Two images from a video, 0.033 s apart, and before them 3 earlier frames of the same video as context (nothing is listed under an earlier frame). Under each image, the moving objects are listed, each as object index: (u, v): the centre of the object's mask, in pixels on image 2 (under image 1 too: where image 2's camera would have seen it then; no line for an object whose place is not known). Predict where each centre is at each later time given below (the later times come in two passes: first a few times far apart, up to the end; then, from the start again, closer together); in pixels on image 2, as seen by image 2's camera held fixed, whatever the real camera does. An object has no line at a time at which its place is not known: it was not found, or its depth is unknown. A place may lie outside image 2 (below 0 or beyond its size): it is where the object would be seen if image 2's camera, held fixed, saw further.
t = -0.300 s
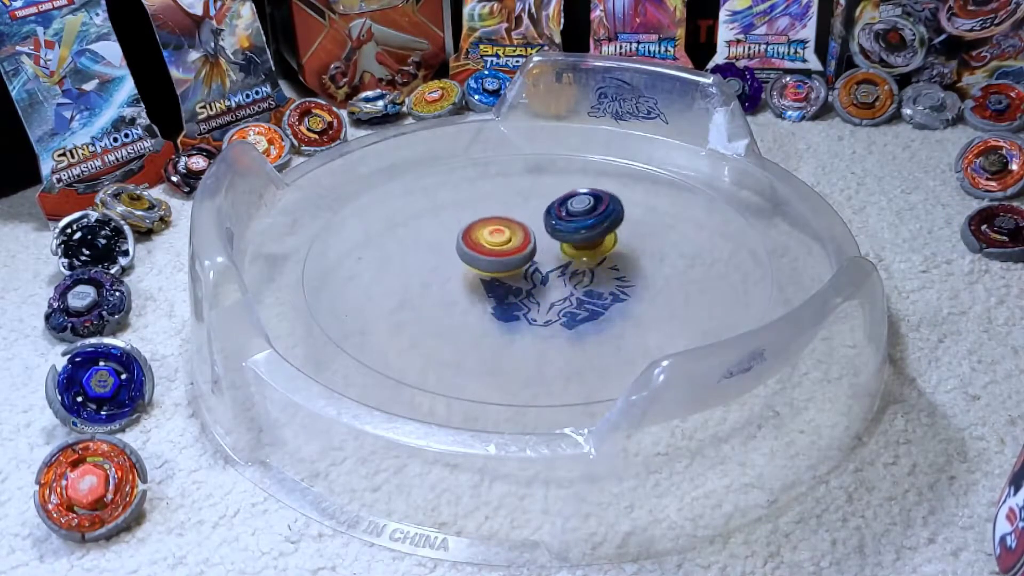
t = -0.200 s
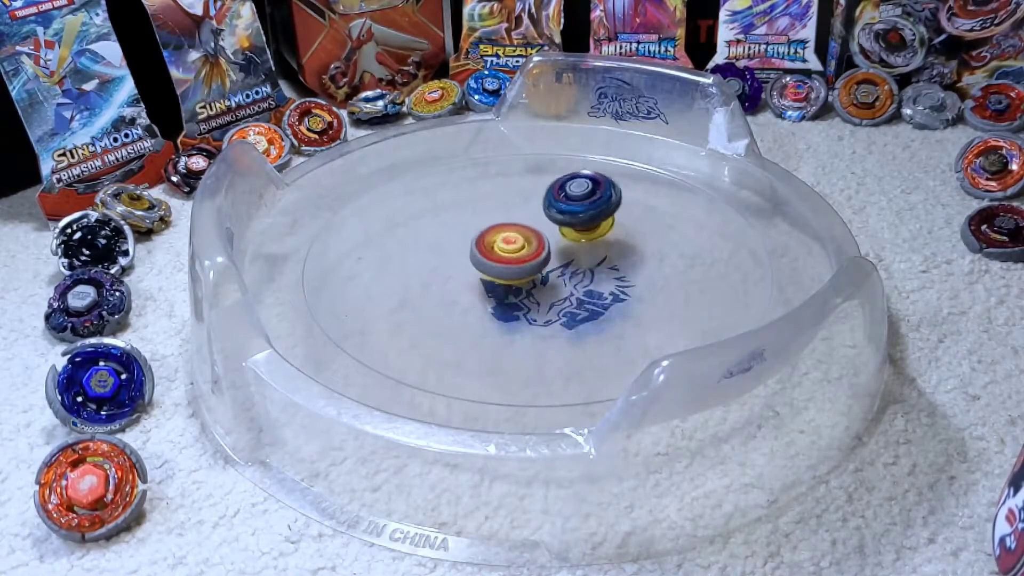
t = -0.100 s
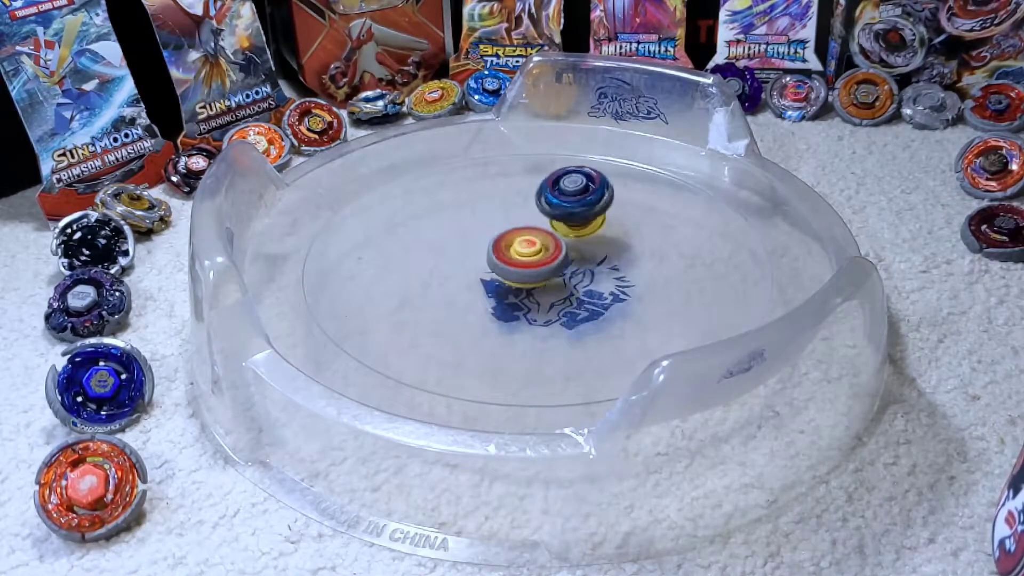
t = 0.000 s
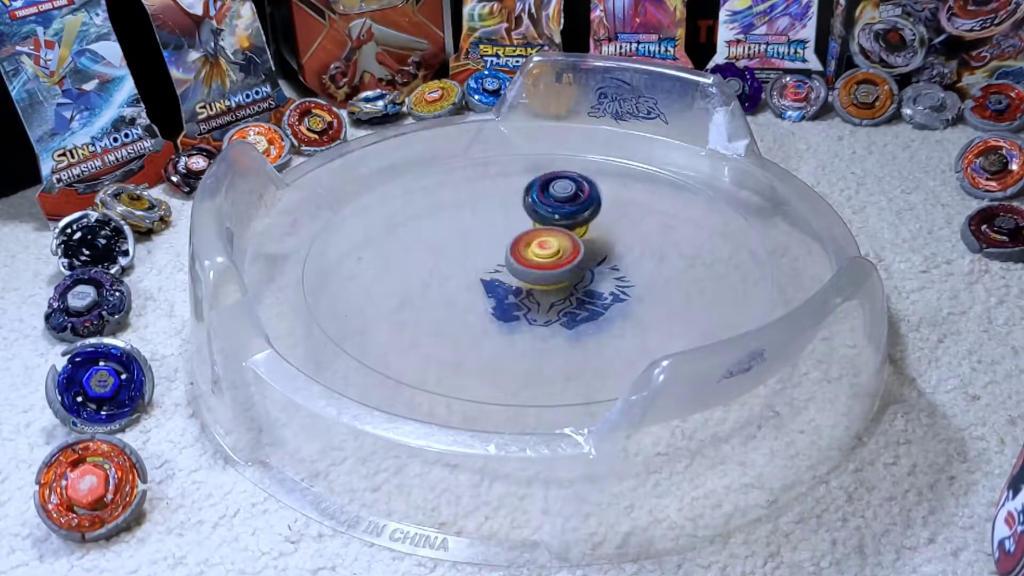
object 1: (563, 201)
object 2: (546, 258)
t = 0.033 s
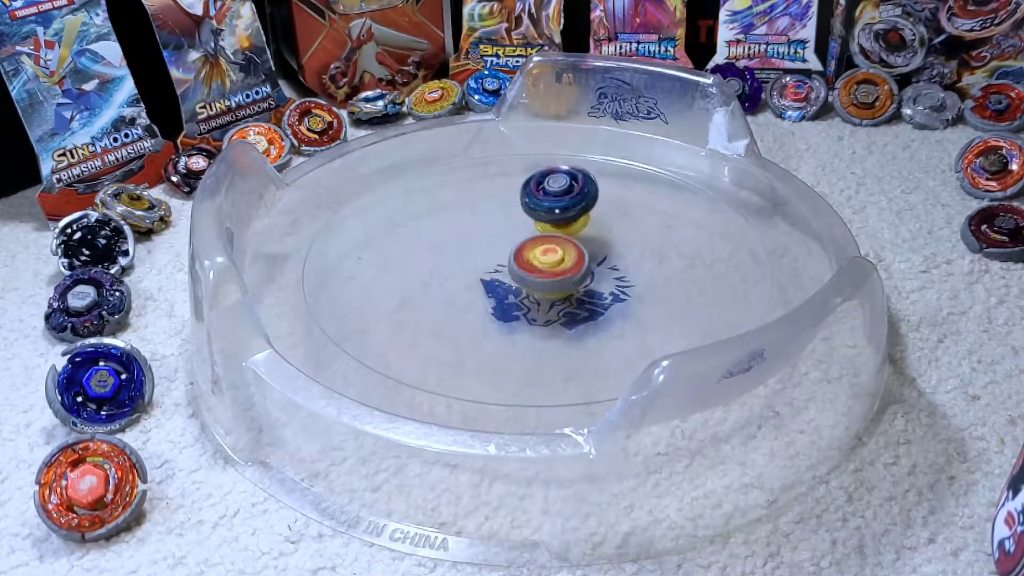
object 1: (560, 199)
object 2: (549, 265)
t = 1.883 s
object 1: (518, 280)
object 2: (502, 224)
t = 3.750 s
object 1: (514, 243)
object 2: (561, 290)
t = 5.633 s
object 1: (491, 271)
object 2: (580, 264)
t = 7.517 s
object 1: (577, 284)
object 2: (534, 240)
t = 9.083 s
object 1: (608, 251)
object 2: (525, 260)
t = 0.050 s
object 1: (558, 195)
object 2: (551, 275)
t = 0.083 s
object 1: (559, 188)
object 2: (552, 284)
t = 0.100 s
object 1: (559, 185)
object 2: (553, 289)
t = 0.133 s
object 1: (559, 182)
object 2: (556, 294)
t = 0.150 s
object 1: (559, 181)
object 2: (560, 295)
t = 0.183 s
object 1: (558, 180)
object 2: (568, 297)
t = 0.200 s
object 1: (558, 181)
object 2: (572, 298)
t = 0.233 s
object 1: (556, 184)
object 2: (580, 300)
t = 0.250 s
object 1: (555, 186)
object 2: (584, 300)
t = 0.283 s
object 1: (552, 191)
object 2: (593, 301)
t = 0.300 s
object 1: (551, 194)
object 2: (596, 301)
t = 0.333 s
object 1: (546, 202)
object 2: (604, 301)
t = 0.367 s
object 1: (542, 209)
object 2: (611, 301)
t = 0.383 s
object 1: (540, 212)
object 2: (614, 300)
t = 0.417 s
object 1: (537, 220)
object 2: (619, 299)
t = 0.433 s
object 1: (536, 224)
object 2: (622, 299)
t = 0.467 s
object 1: (535, 232)
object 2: (627, 297)
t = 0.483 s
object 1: (535, 235)
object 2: (629, 297)
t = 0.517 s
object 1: (536, 243)
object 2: (631, 295)
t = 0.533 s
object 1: (537, 247)
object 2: (632, 294)
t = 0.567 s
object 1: (539, 254)
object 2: (633, 292)
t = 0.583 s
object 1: (541, 257)
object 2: (633, 291)
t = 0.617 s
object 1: (546, 262)
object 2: (633, 289)
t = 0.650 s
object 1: (551, 267)
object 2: (630, 286)
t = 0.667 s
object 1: (547, 266)
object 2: (639, 286)
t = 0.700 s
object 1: (533, 263)
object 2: (658, 288)
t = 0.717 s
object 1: (528, 260)
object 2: (664, 288)
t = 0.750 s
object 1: (521, 259)
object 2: (669, 287)
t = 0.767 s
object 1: (521, 258)
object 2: (669, 286)
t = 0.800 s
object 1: (523, 257)
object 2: (670, 283)
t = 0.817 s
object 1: (525, 257)
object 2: (670, 281)
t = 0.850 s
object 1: (528, 258)
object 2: (669, 278)
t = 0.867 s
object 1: (531, 258)
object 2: (669, 276)
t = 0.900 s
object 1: (533, 259)
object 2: (665, 273)
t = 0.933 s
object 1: (538, 260)
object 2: (661, 270)
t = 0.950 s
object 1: (541, 261)
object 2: (658, 269)
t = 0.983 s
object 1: (544, 262)
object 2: (652, 266)
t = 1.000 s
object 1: (545, 263)
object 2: (648, 265)
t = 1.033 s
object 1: (547, 263)
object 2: (640, 263)
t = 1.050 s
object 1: (549, 264)
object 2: (636, 262)
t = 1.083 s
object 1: (539, 264)
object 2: (640, 258)
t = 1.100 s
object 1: (533, 263)
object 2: (641, 256)
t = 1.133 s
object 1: (523, 262)
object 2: (639, 253)
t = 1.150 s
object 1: (519, 262)
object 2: (637, 252)
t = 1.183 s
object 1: (511, 261)
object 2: (631, 249)
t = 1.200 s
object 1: (508, 260)
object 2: (628, 247)
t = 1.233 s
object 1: (502, 260)
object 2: (621, 245)
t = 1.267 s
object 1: (496, 257)
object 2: (614, 243)
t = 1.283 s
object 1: (495, 257)
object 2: (610, 242)
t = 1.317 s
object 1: (492, 254)
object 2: (602, 240)
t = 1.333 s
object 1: (492, 255)
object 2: (598, 239)
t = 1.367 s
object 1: (491, 252)
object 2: (589, 237)
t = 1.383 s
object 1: (492, 252)
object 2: (585, 236)
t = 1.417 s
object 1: (494, 252)
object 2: (576, 235)
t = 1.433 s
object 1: (494, 251)
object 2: (572, 235)
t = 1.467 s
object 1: (489, 251)
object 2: (571, 231)
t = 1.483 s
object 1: (486, 251)
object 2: (570, 230)
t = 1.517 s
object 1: (484, 251)
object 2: (565, 228)
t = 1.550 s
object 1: (482, 253)
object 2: (558, 227)
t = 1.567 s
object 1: (481, 254)
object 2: (555, 226)
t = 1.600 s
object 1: (482, 255)
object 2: (550, 225)
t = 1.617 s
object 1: (483, 257)
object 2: (546, 224)
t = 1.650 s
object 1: (485, 259)
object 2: (541, 223)
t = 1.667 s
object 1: (486, 260)
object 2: (538, 222)
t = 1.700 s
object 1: (490, 262)
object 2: (533, 221)
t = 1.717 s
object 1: (493, 263)
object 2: (529, 220)
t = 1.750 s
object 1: (495, 267)
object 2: (524, 219)
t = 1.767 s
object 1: (496, 268)
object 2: (521, 219)
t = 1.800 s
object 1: (500, 272)
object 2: (515, 220)
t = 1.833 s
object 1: (508, 275)
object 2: (509, 221)
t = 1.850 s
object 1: (512, 277)
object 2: (507, 222)
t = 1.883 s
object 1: (518, 280)
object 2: (502, 224)
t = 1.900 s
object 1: (523, 281)
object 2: (500, 226)
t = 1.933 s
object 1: (532, 285)
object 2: (497, 230)
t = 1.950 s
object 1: (536, 286)
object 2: (496, 232)
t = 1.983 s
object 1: (545, 286)
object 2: (494, 235)
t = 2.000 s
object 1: (548, 287)
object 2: (493, 237)
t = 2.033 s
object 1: (557, 288)
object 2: (493, 241)
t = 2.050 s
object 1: (561, 289)
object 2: (493, 242)
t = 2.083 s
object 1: (567, 289)
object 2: (493, 246)
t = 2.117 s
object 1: (575, 288)
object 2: (494, 249)
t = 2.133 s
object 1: (580, 289)
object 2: (496, 251)
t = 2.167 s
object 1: (585, 289)
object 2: (498, 255)
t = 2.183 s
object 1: (588, 287)
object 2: (499, 256)
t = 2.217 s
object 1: (593, 286)
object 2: (502, 260)
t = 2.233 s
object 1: (595, 285)
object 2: (504, 262)
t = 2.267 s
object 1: (598, 284)
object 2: (508, 265)
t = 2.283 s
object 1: (598, 283)
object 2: (511, 266)
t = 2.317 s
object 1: (599, 281)
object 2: (515, 269)
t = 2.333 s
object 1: (598, 280)
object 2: (516, 271)
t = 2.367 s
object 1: (603, 279)
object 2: (516, 271)
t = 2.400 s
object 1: (606, 278)
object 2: (518, 273)
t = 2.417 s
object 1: (606, 277)
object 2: (520, 274)
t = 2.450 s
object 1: (609, 275)
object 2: (521, 275)
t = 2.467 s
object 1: (613, 274)
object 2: (518, 275)
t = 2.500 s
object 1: (619, 272)
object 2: (518, 276)
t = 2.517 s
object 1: (620, 272)
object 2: (519, 277)
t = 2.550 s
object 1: (620, 270)
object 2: (519, 278)
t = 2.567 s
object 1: (621, 269)
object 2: (520, 278)
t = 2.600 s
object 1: (619, 267)
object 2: (522, 279)
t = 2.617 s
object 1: (617, 266)
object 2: (523, 280)
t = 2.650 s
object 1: (613, 262)
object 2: (525, 280)
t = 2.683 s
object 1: (609, 260)
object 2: (525, 280)
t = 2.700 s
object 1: (609, 258)
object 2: (524, 280)
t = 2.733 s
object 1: (607, 254)
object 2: (524, 280)
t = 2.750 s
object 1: (605, 252)
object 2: (524, 280)
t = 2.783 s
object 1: (600, 249)
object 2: (525, 280)
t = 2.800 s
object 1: (598, 247)
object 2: (525, 279)
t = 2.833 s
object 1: (592, 244)
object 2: (526, 279)
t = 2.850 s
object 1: (589, 241)
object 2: (525, 279)
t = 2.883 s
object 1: (587, 237)
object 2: (522, 279)
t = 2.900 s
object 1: (586, 236)
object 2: (522, 279)
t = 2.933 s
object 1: (583, 232)
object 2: (521, 279)
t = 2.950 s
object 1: (580, 231)
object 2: (520, 279)
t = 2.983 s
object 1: (574, 228)
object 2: (519, 278)
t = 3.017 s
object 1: (569, 225)
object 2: (519, 278)
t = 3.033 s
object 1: (566, 224)
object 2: (519, 277)
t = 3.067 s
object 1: (559, 224)
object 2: (518, 276)
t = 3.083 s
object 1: (556, 222)
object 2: (518, 276)
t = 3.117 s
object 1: (550, 221)
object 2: (518, 274)
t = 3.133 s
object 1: (548, 221)
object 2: (518, 274)
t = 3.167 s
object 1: (540, 219)
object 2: (517, 275)
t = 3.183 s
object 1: (539, 218)
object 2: (515, 278)
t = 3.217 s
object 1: (538, 215)
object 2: (514, 282)
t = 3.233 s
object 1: (536, 214)
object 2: (514, 283)
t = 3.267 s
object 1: (533, 211)
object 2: (515, 284)
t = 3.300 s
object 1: (531, 210)
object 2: (517, 285)
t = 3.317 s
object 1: (530, 210)
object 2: (518, 285)
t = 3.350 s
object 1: (528, 210)
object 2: (520, 285)
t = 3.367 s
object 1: (527, 210)
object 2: (522, 285)
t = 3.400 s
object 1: (527, 213)
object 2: (524, 285)
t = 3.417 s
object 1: (526, 214)
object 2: (525, 285)
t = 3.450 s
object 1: (524, 218)
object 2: (528, 284)
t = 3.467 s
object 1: (524, 219)
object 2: (529, 284)
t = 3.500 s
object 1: (522, 223)
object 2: (532, 282)
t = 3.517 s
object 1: (520, 225)
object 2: (533, 282)
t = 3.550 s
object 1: (519, 228)
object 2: (536, 282)
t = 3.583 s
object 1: (519, 229)
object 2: (540, 287)
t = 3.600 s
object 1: (519, 229)
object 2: (541, 288)
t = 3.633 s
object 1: (520, 231)
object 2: (545, 289)
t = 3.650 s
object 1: (519, 232)
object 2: (548, 290)
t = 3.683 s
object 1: (518, 237)
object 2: (552, 290)
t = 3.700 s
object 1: (517, 238)
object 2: (554, 290)
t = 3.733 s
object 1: (516, 241)
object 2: (558, 290)
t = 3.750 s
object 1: (514, 243)
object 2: (561, 290)
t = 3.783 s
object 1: (513, 247)
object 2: (565, 289)
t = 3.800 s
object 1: (513, 248)
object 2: (567, 289)
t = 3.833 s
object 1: (511, 251)
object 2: (573, 290)
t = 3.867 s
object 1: (508, 252)
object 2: (578, 290)
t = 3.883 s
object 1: (507, 253)
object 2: (580, 289)
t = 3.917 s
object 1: (505, 253)
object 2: (584, 288)
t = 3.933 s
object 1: (504, 254)
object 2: (586, 288)
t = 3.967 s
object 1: (506, 255)
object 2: (589, 287)
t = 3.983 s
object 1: (505, 255)
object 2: (590, 286)
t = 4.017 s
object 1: (507, 255)
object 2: (592, 284)
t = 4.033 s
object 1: (509, 256)
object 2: (593, 283)
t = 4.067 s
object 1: (511, 258)
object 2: (595, 281)
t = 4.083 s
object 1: (513, 259)
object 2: (596, 280)
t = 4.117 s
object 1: (516, 260)
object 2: (596, 278)
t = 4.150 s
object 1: (515, 259)
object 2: (601, 277)
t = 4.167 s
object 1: (513, 258)
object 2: (604, 277)
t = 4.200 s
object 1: (512, 257)
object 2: (605, 275)
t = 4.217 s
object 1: (511, 257)
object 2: (606, 274)
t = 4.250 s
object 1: (510, 256)
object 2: (608, 272)
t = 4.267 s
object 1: (510, 255)
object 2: (608, 271)
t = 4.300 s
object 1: (511, 255)
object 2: (608, 269)
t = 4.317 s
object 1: (510, 254)
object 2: (609, 268)
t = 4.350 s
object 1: (513, 253)
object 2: (608, 266)
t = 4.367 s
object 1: (514, 254)
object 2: (607, 265)
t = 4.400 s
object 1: (517, 253)
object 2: (605, 263)
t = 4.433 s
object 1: (520, 252)
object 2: (604, 261)
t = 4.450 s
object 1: (517, 252)
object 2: (607, 260)
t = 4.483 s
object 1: (514, 249)
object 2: (608, 259)
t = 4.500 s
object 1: (514, 249)
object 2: (608, 258)
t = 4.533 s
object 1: (513, 248)
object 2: (608, 256)
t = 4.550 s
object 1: (514, 247)
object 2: (607, 256)
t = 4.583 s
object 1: (515, 247)
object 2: (605, 254)
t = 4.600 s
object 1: (516, 246)
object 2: (604, 253)
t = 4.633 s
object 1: (517, 247)
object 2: (601, 252)
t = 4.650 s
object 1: (515, 247)
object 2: (603, 252)
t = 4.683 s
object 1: (505, 246)
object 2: (609, 251)
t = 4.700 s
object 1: (501, 245)
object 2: (610, 250)
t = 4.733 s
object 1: (496, 245)
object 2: (610, 249)
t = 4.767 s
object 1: (490, 244)
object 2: (610, 248)
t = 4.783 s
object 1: (488, 244)
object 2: (610, 248)
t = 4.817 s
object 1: (486, 244)
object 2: (608, 247)
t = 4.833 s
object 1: (484, 245)
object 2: (608, 247)
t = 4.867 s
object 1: (484, 245)
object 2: (606, 247)
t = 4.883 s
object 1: (484, 246)
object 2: (603, 247)
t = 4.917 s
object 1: (484, 248)
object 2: (600, 247)
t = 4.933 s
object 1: (486, 248)
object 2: (598, 247)
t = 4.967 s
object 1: (488, 249)
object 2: (594, 248)
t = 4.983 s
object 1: (490, 250)
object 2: (592, 248)
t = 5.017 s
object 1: (496, 252)
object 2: (588, 249)
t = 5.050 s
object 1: (501, 254)
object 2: (585, 250)
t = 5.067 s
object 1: (500, 254)
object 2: (586, 250)
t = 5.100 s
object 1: (500, 256)
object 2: (585, 251)
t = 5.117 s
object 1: (498, 256)
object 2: (586, 251)
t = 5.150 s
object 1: (493, 256)
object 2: (591, 251)
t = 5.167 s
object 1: (492, 257)
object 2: (591, 252)
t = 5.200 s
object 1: (491, 258)
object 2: (591, 252)
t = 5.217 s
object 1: (491, 258)
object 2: (591, 252)
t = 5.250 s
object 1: (491, 260)
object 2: (590, 253)
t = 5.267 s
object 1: (492, 261)
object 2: (589, 253)
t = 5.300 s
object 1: (495, 262)
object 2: (588, 255)
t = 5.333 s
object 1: (497, 264)
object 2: (586, 256)
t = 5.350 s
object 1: (499, 265)
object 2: (585, 256)
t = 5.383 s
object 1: (502, 266)
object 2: (585, 257)
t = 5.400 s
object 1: (498, 266)
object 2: (588, 257)
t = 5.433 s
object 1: (495, 267)
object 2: (590, 258)
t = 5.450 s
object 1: (494, 268)
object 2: (589, 258)
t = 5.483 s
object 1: (491, 270)
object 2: (588, 259)
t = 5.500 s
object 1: (490, 270)
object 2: (588, 259)
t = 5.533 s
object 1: (489, 271)
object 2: (586, 261)
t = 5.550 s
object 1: (489, 271)
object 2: (586, 261)
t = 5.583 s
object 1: (490, 271)
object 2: (583, 262)
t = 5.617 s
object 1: (491, 271)
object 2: (580, 263)
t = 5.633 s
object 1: (491, 271)
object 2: (580, 264)
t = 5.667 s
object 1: (495, 271)
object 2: (577, 265)
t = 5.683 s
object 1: (491, 270)
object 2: (578, 265)
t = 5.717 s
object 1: (486, 268)
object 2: (579, 265)
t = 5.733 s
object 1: (485, 268)
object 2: (578, 266)
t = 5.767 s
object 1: (482, 267)
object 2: (575, 266)
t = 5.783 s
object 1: (482, 266)
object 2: (574, 267)
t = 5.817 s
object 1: (483, 265)
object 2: (571, 267)
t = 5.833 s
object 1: (484, 263)
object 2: (570, 268)
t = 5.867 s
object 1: (481, 261)
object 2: (570, 268)
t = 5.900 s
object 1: (477, 258)
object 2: (571, 269)
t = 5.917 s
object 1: (475, 256)
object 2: (571, 269)
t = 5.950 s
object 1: (475, 254)
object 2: (570, 269)
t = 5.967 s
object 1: (475, 253)
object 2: (569, 270)
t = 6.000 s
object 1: (475, 251)
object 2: (568, 270)
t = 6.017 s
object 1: (477, 250)
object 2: (567, 270)
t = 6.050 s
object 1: (481, 249)
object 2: (566, 270)
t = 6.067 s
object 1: (484, 248)
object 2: (565, 269)
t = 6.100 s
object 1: (491, 247)
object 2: (563, 270)
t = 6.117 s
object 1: (492, 245)
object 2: (563, 270)
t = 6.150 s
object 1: (490, 242)
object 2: (562, 270)
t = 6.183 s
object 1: (489, 240)
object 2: (558, 270)
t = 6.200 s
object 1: (487, 237)
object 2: (557, 270)
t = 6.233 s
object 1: (488, 232)
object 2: (552, 270)
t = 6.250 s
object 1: (489, 231)
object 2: (551, 271)
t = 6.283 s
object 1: (492, 229)
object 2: (547, 270)
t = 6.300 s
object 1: (495, 226)
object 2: (545, 270)
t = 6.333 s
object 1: (501, 224)
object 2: (542, 271)
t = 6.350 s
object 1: (504, 222)
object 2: (540, 271)
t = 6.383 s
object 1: (511, 219)
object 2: (537, 271)
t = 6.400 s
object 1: (514, 217)
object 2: (537, 273)
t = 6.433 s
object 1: (519, 214)
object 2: (539, 277)
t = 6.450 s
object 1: (521, 212)
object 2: (539, 278)
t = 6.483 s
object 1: (523, 208)
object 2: (538, 279)
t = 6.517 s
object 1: (527, 204)
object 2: (536, 279)
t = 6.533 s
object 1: (529, 203)
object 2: (535, 279)
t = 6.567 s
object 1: (535, 201)
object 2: (534, 280)
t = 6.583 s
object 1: (538, 201)
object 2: (534, 279)
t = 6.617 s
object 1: (543, 202)
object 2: (532, 279)
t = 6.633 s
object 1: (545, 204)
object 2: (532, 279)
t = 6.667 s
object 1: (549, 208)
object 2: (531, 278)
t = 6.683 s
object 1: (551, 210)
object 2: (531, 278)
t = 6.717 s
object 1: (555, 216)
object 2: (531, 277)
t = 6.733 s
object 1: (556, 218)
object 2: (530, 277)
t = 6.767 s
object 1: (561, 221)
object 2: (530, 276)
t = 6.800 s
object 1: (565, 226)
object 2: (530, 275)
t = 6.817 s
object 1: (567, 228)
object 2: (530, 274)
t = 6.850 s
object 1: (573, 234)
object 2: (531, 273)
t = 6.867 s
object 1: (576, 235)
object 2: (529, 273)
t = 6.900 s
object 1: (586, 240)
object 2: (525, 271)
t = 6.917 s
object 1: (590, 242)
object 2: (522, 271)
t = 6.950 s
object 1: (597, 246)
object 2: (520, 269)
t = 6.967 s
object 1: (602, 247)
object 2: (520, 269)
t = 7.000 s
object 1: (608, 248)
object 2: (520, 267)
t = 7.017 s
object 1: (613, 248)
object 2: (520, 267)
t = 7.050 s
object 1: (622, 249)
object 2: (520, 265)
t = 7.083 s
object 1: (631, 251)
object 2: (521, 264)
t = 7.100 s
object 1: (635, 252)
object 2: (522, 263)
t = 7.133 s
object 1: (639, 253)
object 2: (523, 262)
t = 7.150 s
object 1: (641, 254)
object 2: (523, 261)
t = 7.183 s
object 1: (645, 257)
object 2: (525, 260)
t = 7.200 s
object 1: (645, 258)
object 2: (525, 259)
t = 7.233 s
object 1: (645, 261)
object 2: (527, 258)
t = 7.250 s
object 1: (643, 262)
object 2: (528, 257)
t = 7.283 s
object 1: (636, 266)
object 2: (530, 256)
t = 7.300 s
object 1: (632, 267)
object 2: (531, 255)
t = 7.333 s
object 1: (622, 269)
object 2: (533, 254)
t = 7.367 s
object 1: (611, 271)
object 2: (534, 253)
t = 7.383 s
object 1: (606, 271)
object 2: (534, 252)
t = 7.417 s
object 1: (598, 272)
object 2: (533, 250)
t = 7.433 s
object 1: (595, 276)
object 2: (532, 246)
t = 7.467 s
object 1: (588, 280)
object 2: (532, 243)
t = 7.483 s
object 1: (586, 281)
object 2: (533, 242)
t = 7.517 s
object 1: (577, 284)
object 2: (534, 240)
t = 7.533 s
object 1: (574, 286)
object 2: (535, 239)
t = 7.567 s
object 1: (567, 288)
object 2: (538, 238)
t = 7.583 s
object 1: (563, 289)
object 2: (539, 238)
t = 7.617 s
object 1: (553, 292)
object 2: (542, 238)
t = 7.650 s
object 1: (547, 291)
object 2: (545, 237)
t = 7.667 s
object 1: (543, 291)
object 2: (547, 237)
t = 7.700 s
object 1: (532, 292)
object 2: (549, 238)
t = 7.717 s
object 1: (527, 292)
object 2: (550, 238)
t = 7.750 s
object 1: (520, 290)
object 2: (554, 239)
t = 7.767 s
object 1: (517, 289)
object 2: (554, 240)
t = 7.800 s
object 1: (508, 287)
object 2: (556, 242)
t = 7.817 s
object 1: (505, 286)
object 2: (556, 242)
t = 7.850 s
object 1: (500, 284)
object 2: (558, 244)
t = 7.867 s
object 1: (497, 282)
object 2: (558, 245)
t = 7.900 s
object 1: (492, 279)
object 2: (559, 247)
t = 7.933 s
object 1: (489, 275)
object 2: (560, 249)
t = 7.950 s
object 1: (488, 273)
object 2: (559, 251)
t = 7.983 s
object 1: (484, 269)
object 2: (560, 253)
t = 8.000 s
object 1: (484, 266)
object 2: (559, 254)
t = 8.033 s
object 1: (483, 262)
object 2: (558, 256)
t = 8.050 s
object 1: (484, 260)
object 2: (559, 257)
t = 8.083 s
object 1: (483, 254)
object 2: (558, 259)
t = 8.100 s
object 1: (480, 253)
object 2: (559, 261)
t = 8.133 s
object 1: (477, 248)
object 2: (558, 264)
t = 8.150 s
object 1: (474, 246)
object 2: (559, 265)
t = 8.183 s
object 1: (470, 242)
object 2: (558, 267)
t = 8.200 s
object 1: (469, 239)
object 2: (558, 268)
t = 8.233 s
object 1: (468, 235)
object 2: (557, 270)
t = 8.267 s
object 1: (468, 233)
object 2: (556, 272)
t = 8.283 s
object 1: (469, 230)
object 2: (555, 273)
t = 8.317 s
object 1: (473, 228)
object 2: (553, 275)
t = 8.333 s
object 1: (477, 227)
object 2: (552, 276)
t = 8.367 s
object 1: (484, 226)
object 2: (550, 277)
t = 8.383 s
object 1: (488, 226)
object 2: (548, 278)
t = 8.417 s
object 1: (497, 228)
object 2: (546, 279)
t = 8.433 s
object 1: (500, 228)
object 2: (544, 280)
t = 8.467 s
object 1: (508, 229)
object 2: (542, 281)
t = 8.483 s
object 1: (512, 229)
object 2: (539, 281)
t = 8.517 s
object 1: (523, 229)
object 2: (537, 281)
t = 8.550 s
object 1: (531, 230)
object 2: (534, 282)
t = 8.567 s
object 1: (536, 230)
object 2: (533, 282)
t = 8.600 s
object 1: (543, 230)
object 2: (529, 282)
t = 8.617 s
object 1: (548, 233)
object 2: (528, 281)
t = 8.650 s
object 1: (556, 234)
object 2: (525, 281)
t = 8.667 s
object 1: (559, 234)
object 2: (524, 280)
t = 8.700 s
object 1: (569, 234)
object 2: (521, 279)
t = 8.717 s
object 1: (573, 235)
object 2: (521, 278)
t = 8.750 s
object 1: (583, 235)
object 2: (518, 277)
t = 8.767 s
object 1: (587, 234)
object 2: (518, 276)
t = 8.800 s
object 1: (595, 233)
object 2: (517, 275)
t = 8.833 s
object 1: (601, 233)
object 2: (516, 273)
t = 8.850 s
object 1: (605, 232)
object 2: (515, 272)
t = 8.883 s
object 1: (610, 233)
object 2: (516, 270)
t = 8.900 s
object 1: (613, 233)
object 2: (515, 269)
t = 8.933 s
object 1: (617, 235)
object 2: (516, 268)
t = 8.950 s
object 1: (619, 236)
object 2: (517, 267)
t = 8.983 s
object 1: (619, 239)
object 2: (518, 265)
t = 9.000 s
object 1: (619, 240)
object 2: (519, 264)
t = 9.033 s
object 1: (616, 244)
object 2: (522, 262)
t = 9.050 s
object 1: (614, 246)
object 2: (523, 261)
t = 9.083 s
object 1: (608, 251)
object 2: (525, 260)
